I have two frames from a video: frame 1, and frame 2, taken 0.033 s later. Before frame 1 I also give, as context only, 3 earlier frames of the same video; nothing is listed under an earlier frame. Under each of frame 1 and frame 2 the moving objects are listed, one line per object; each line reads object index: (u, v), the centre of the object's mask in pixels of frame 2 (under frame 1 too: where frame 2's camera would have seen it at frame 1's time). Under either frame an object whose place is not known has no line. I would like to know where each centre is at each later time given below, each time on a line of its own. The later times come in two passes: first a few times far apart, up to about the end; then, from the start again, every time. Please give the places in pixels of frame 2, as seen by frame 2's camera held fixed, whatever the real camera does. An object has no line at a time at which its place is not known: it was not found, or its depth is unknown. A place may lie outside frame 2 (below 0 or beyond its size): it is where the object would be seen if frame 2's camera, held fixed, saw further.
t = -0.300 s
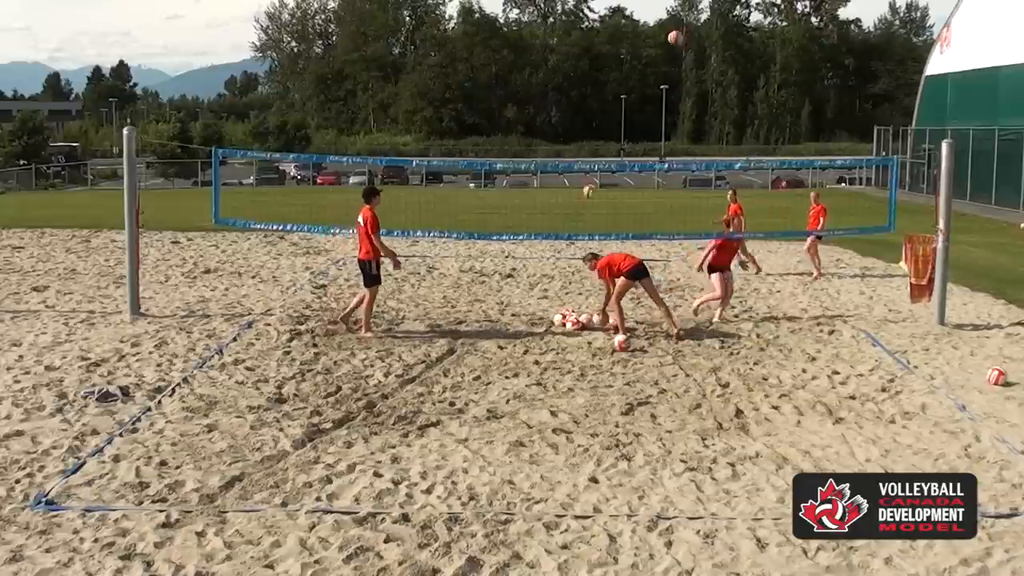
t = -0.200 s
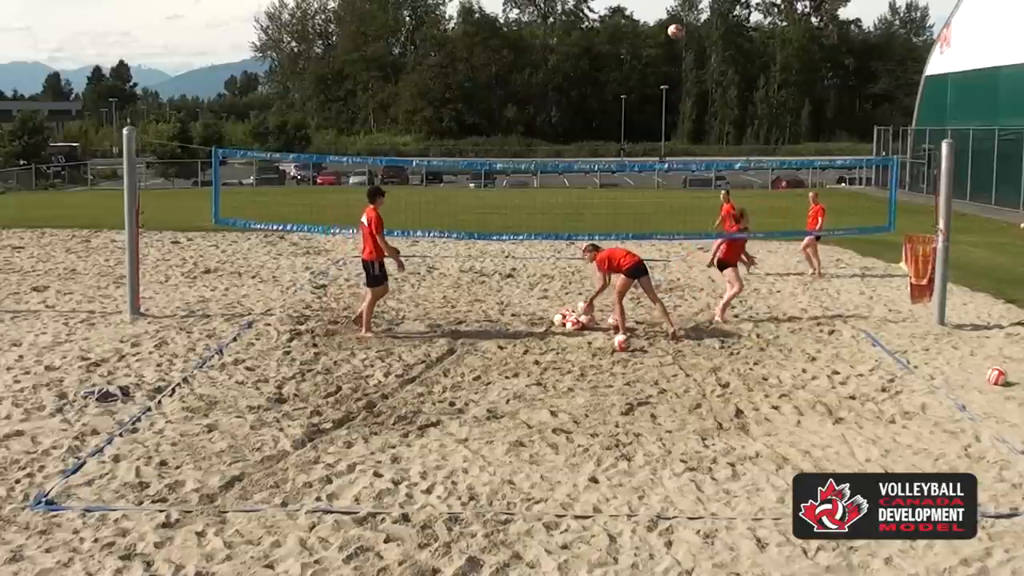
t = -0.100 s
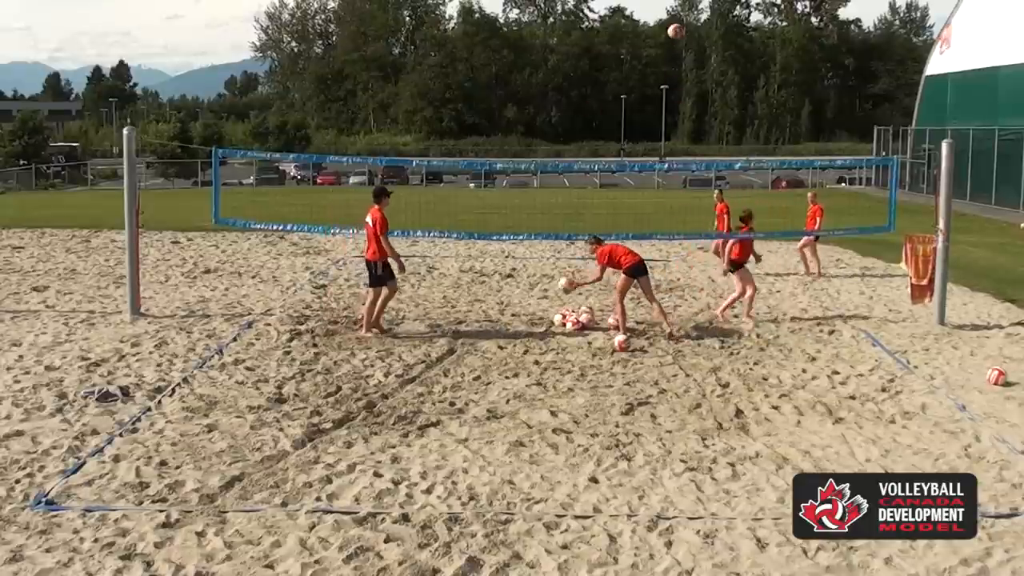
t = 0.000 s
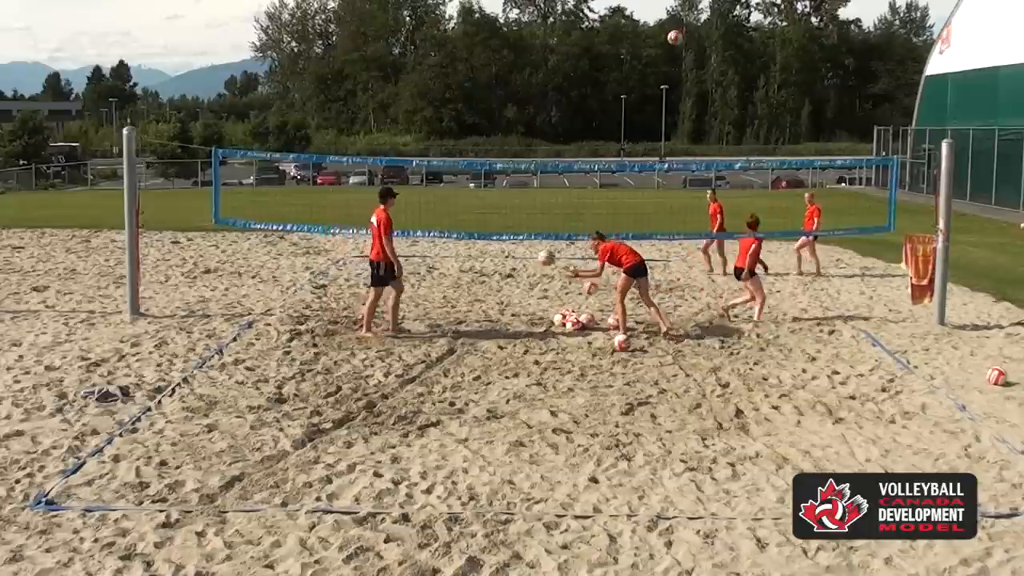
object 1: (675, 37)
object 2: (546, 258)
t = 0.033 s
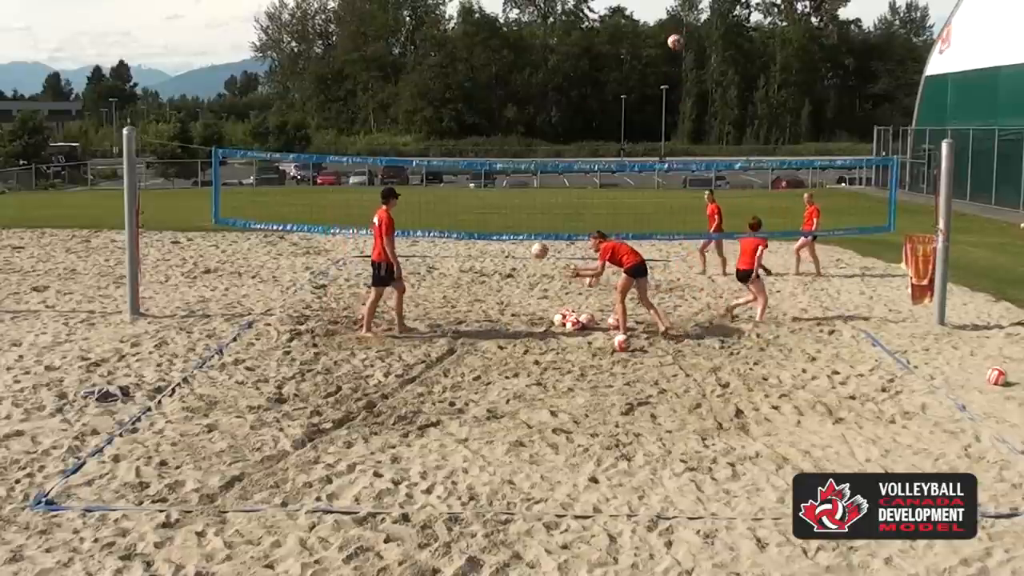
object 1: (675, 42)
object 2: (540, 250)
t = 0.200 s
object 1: (675, 70)
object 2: (504, 224)
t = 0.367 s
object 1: (676, 115)
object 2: (472, 220)
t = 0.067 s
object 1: (674, 46)
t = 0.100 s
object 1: (675, 50)
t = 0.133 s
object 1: (675, 56)
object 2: (518, 233)
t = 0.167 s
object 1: (675, 63)
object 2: (511, 229)
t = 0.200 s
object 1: (675, 70)
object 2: (504, 224)
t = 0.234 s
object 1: (675, 77)
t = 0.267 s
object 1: (675, 86)
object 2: (491, 221)
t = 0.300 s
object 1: (675, 95)
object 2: (485, 220)
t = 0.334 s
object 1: (675, 105)
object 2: (478, 220)
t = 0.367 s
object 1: (676, 115)
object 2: (472, 220)
